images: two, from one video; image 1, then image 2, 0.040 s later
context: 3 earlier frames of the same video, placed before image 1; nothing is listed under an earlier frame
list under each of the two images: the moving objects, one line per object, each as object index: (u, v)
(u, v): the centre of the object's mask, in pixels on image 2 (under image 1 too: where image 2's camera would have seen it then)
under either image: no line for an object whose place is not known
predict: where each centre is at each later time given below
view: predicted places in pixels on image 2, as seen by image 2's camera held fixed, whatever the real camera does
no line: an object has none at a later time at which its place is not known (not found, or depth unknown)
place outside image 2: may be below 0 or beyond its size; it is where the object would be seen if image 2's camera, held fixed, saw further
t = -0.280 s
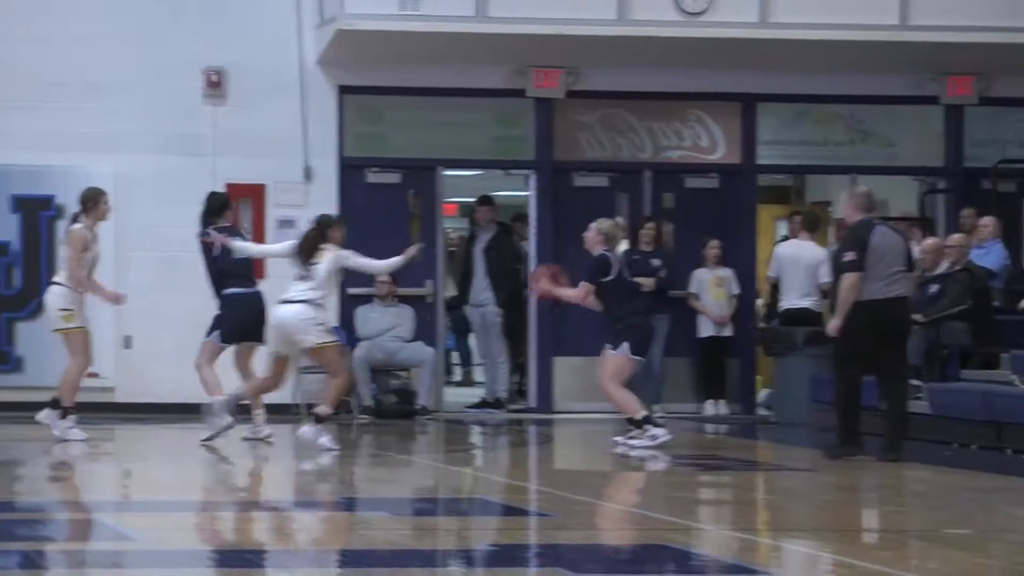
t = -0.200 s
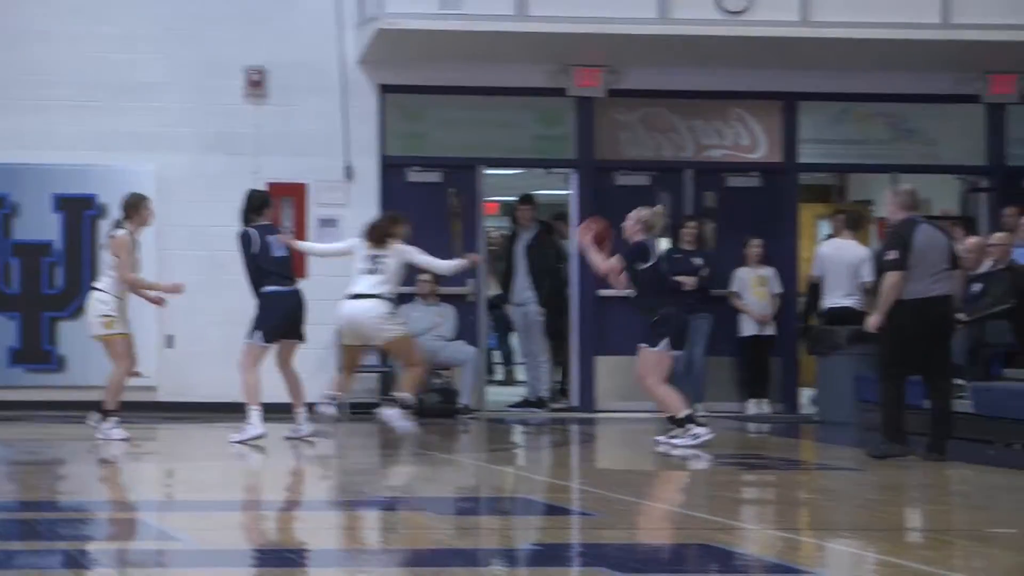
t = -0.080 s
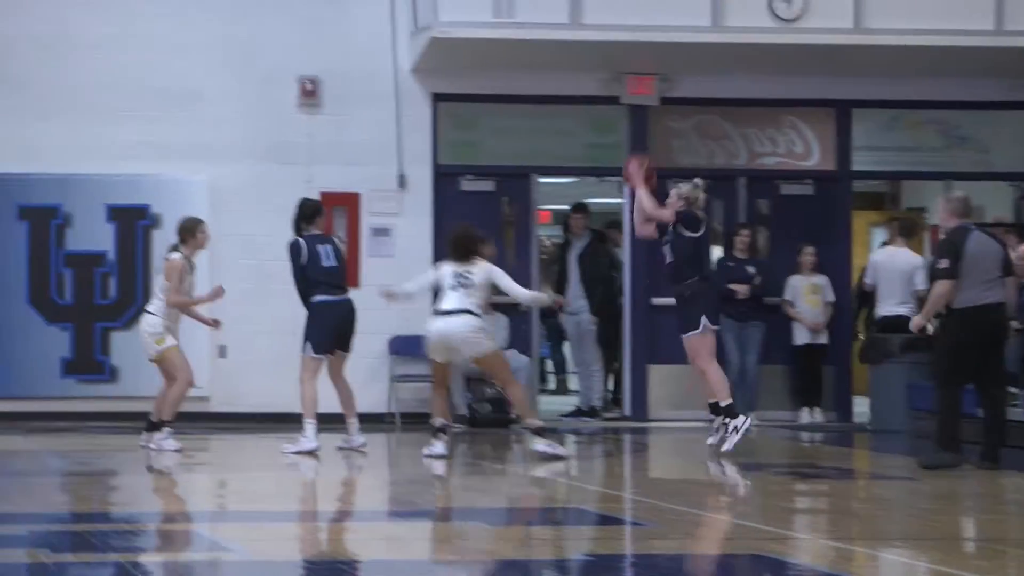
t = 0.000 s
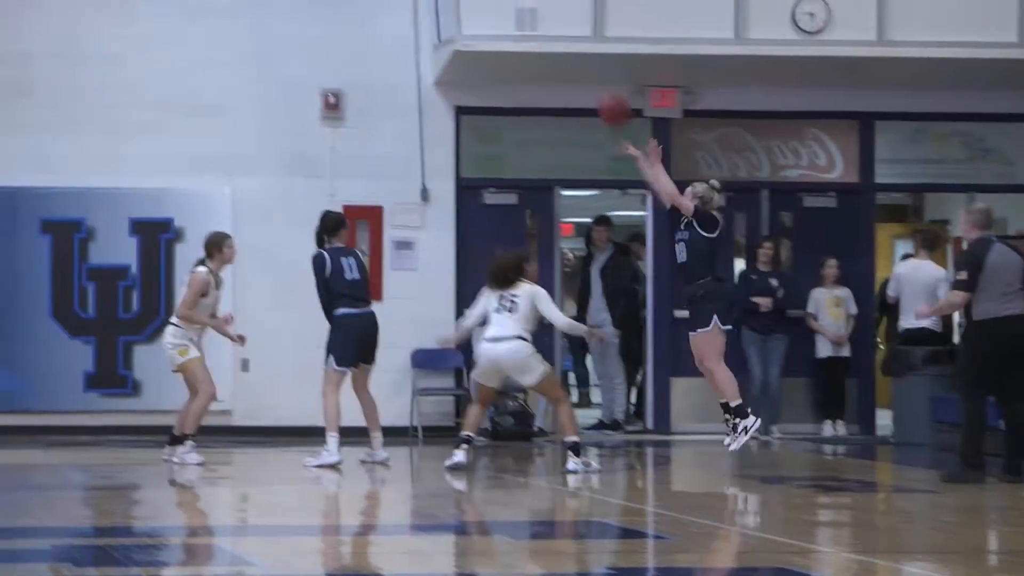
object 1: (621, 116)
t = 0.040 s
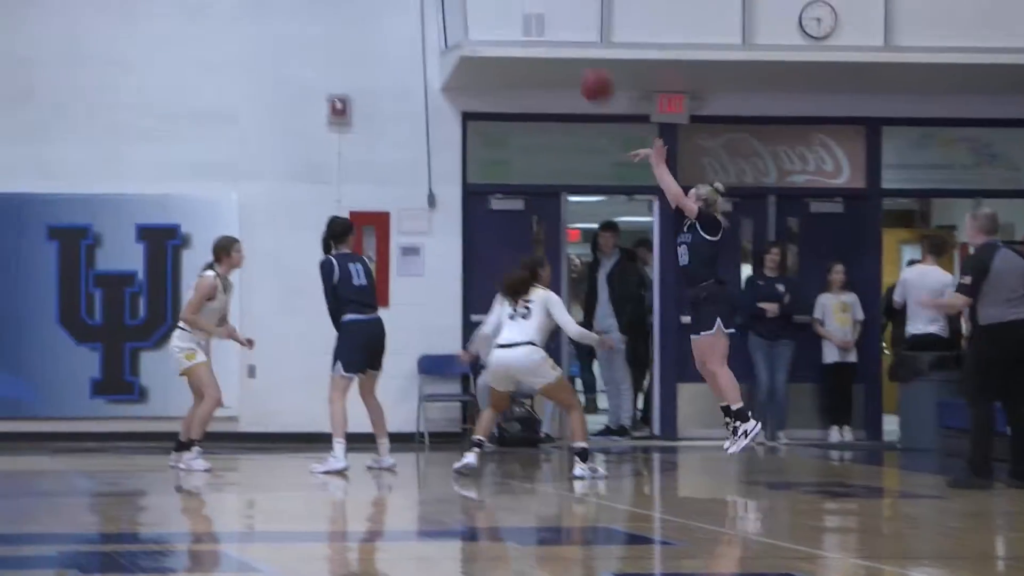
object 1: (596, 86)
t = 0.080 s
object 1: (559, 44)
